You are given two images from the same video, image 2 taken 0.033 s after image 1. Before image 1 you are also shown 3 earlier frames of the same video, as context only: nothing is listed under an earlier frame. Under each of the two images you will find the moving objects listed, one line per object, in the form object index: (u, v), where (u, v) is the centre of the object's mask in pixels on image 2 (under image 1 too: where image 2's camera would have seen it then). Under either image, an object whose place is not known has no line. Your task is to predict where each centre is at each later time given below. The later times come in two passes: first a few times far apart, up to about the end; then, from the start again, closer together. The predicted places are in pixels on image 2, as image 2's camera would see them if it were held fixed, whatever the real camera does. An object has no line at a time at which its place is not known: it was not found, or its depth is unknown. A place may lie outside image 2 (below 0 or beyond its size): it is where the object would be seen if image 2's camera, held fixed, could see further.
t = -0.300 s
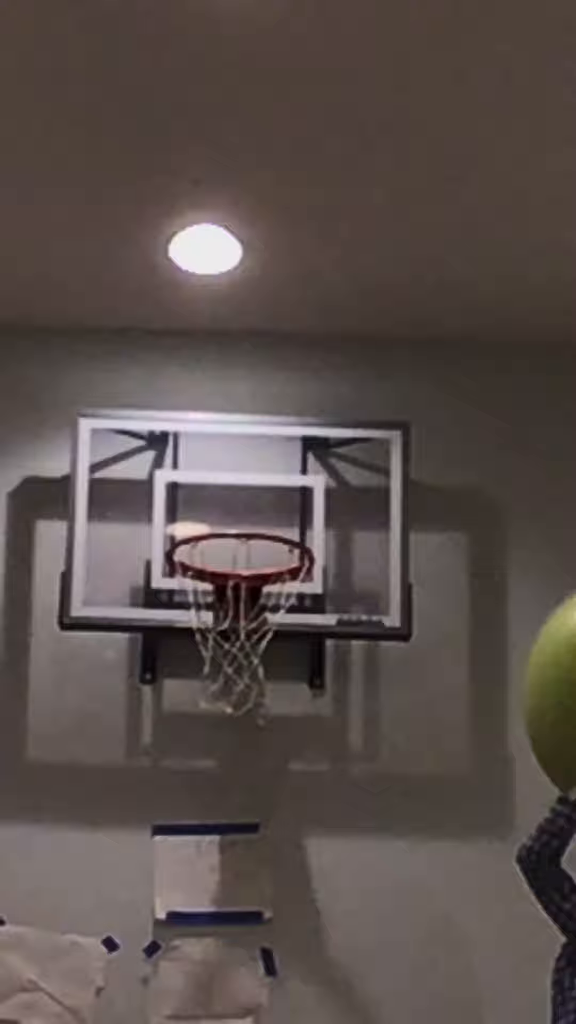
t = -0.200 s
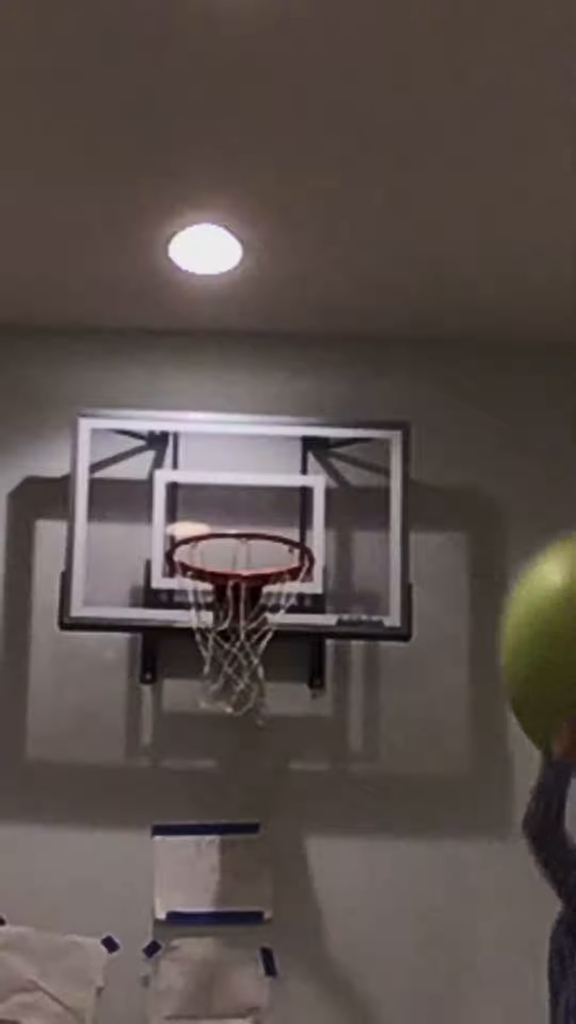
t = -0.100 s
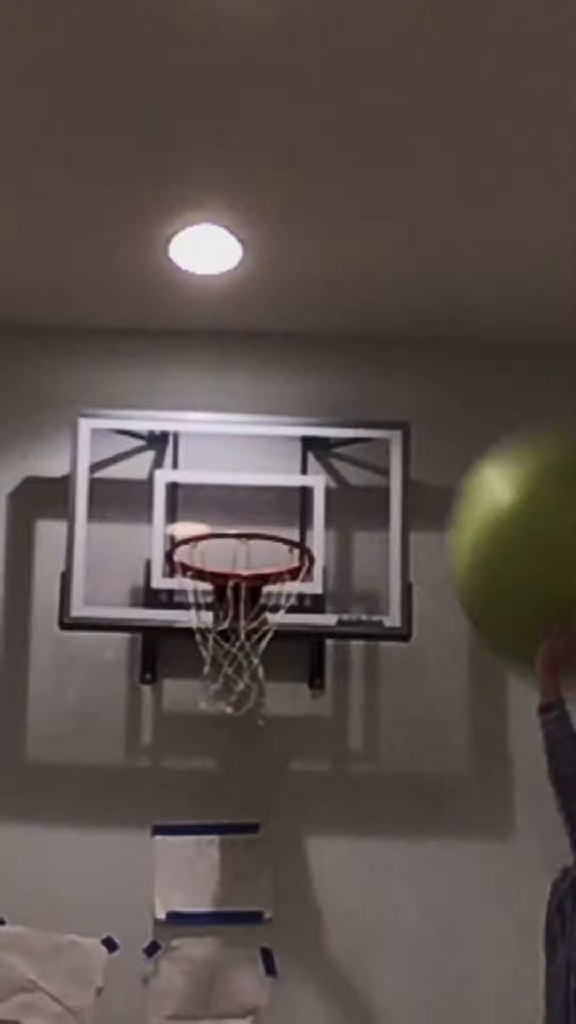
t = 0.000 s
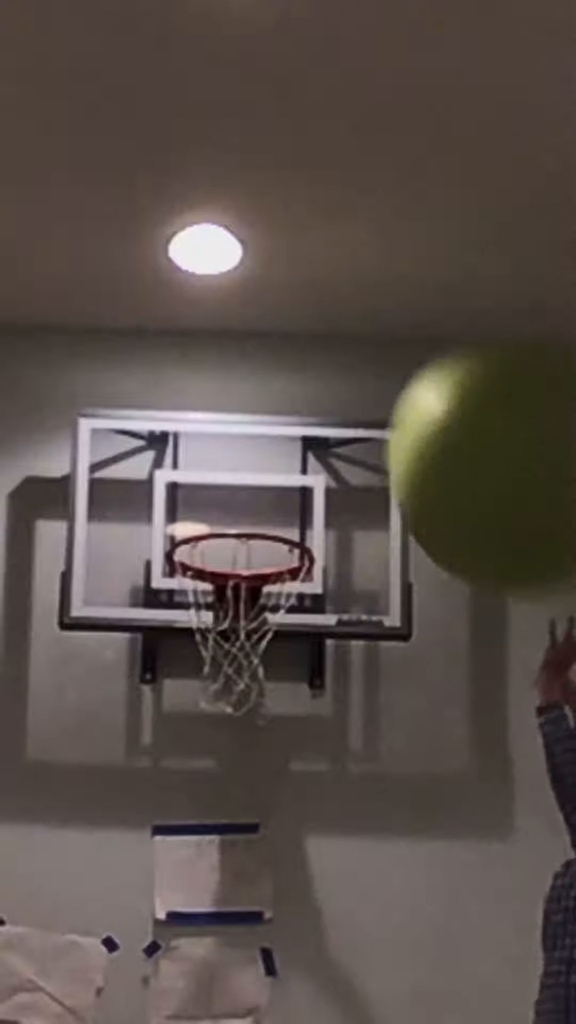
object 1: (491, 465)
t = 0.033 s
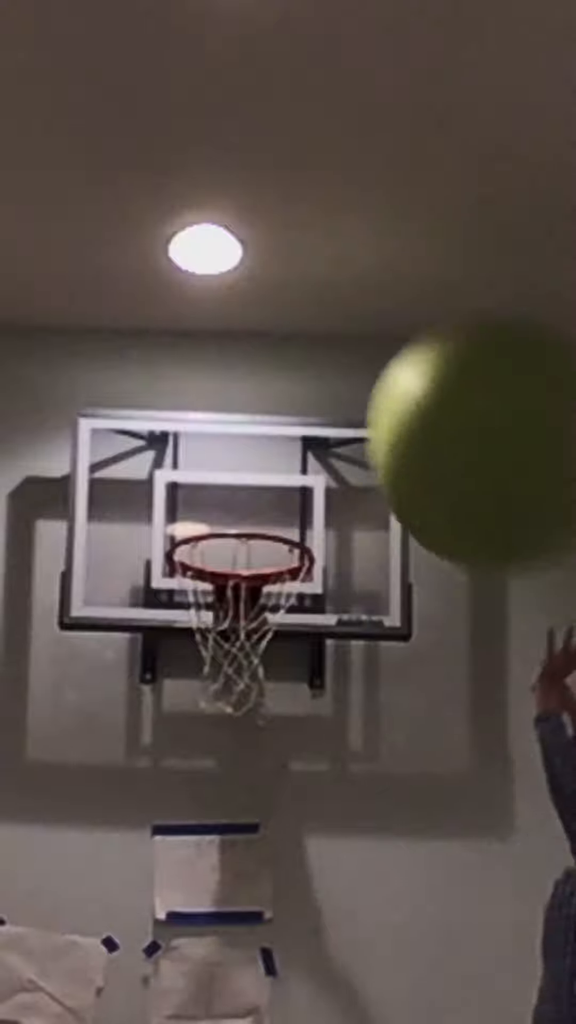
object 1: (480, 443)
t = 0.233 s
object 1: (379, 400)
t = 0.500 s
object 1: (278, 424)
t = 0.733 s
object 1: (213, 420)
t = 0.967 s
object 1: (135, 435)
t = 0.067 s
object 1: (467, 426)
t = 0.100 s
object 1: (450, 412)
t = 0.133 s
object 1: (431, 403)
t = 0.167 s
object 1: (413, 397)
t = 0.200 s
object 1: (397, 397)
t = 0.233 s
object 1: (379, 400)
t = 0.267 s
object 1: (362, 405)
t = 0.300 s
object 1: (346, 413)
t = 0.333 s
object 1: (328, 426)
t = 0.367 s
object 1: (312, 438)
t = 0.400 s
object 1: (301, 449)
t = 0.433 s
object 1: (294, 444)
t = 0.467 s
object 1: (286, 429)
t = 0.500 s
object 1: (278, 424)
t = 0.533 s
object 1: (269, 418)
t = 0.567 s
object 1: (259, 413)
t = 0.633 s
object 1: (240, 416)
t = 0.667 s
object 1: (231, 422)
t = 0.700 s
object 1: (222, 424)
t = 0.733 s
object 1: (213, 420)
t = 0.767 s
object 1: (201, 412)
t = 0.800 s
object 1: (191, 405)
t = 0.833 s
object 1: (180, 402)
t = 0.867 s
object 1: (169, 404)
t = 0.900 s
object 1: (158, 410)
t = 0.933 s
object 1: (147, 420)
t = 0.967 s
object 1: (135, 435)
